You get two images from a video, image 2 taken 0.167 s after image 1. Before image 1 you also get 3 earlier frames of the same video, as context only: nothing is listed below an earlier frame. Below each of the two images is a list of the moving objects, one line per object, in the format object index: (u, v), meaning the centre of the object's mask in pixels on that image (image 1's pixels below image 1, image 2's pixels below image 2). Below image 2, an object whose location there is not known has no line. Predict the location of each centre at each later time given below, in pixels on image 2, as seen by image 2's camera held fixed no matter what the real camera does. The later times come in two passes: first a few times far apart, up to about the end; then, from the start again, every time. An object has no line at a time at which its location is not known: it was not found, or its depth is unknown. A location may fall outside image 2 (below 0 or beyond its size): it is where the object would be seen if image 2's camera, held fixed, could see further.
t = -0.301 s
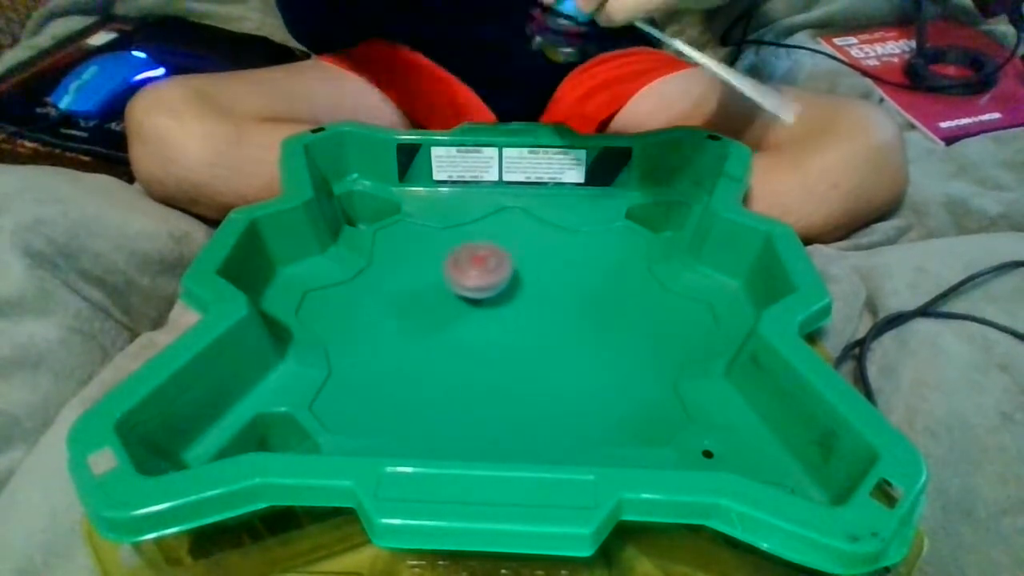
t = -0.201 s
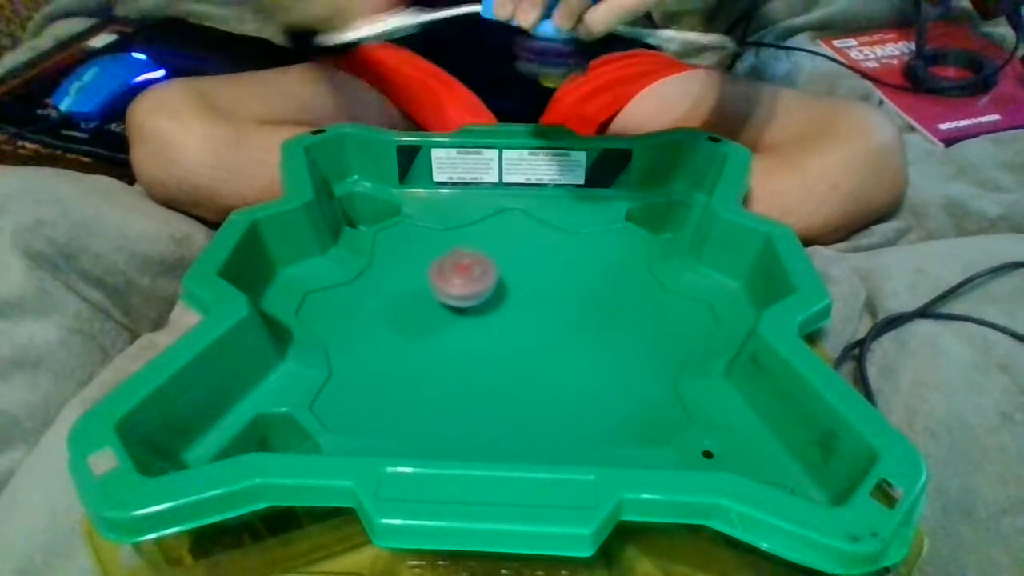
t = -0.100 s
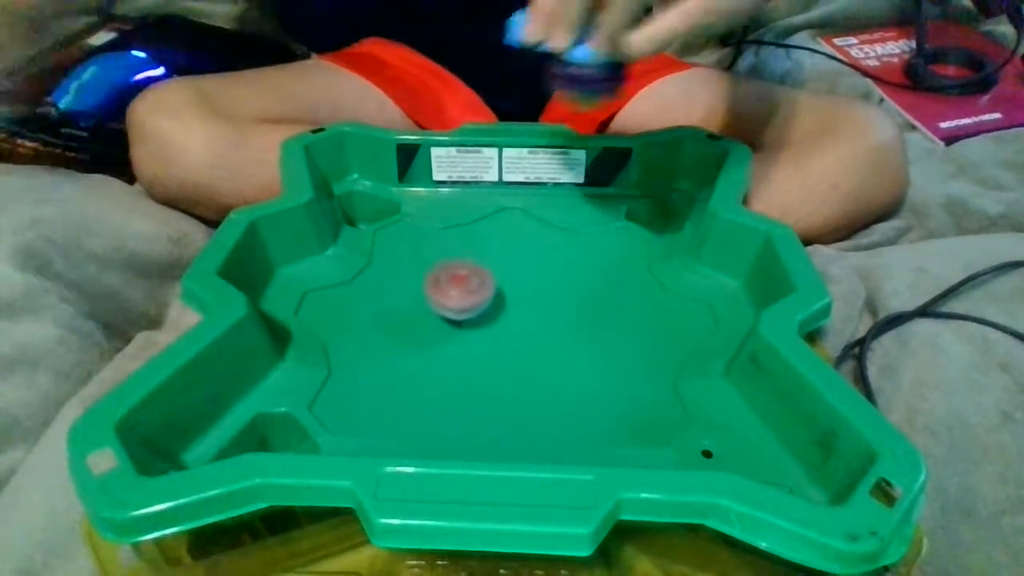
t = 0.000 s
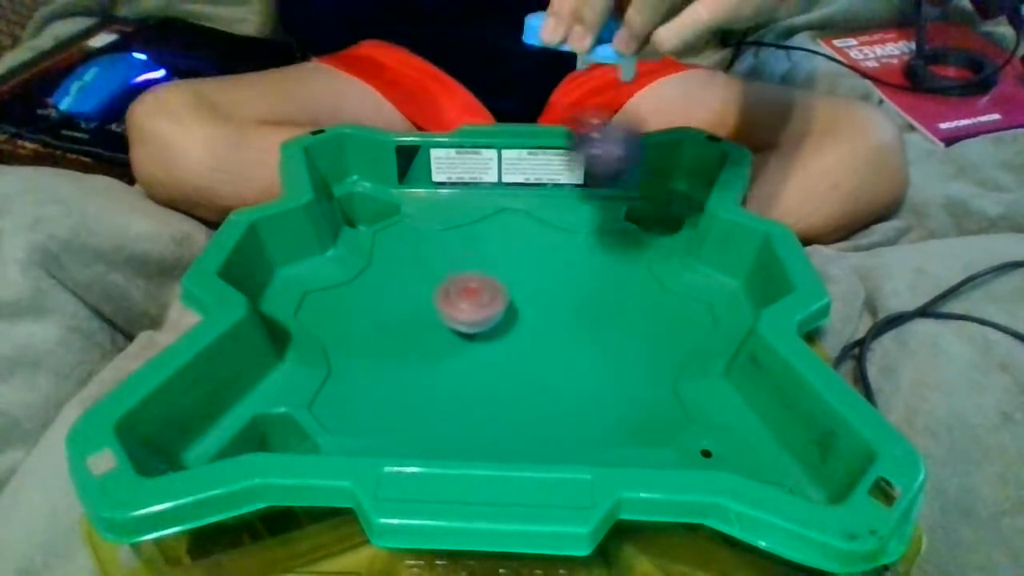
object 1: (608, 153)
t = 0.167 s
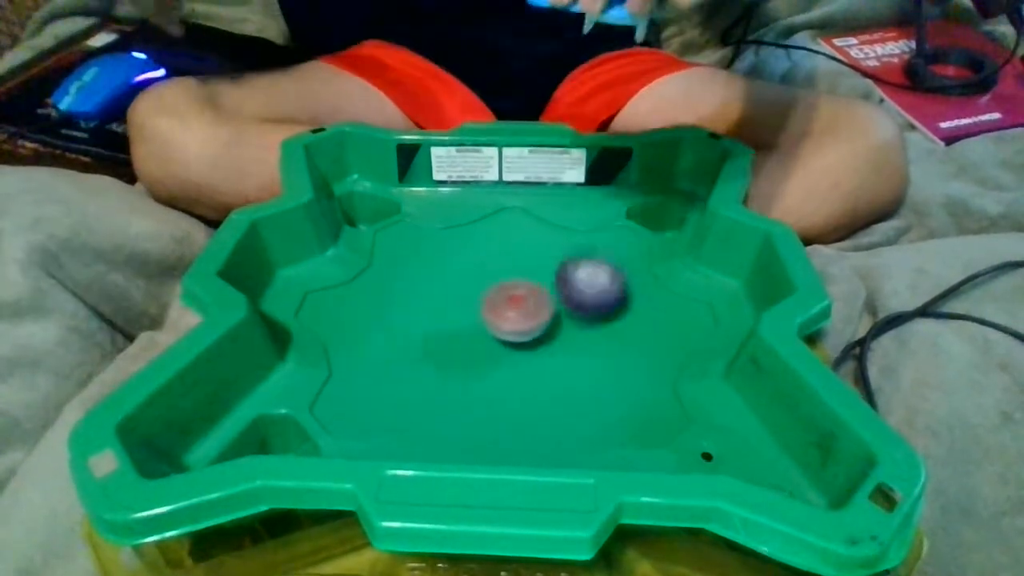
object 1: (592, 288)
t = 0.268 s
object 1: (633, 283)
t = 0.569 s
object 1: (556, 239)
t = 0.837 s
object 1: (476, 269)
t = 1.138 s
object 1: (497, 271)
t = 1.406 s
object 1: (516, 279)
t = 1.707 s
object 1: (509, 294)
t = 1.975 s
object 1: (505, 322)
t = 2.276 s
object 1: (531, 351)
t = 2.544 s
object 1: (554, 325)
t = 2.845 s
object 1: (531, 280)
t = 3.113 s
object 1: (509, 257)
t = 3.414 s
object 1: (500, 246)
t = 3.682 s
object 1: (502, 255)
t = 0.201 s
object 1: (603, 293)
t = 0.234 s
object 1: (622, 288)
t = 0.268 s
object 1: (633, 283)
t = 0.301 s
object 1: (639, 279)
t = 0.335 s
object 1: (640, 275)
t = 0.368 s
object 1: (635, 271)
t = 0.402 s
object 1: (626, 266)
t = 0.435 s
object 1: (615, 259)
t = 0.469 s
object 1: (601, 252)
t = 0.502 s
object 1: (586, 246)
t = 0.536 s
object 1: (571, 241)
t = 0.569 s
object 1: (556, 239)
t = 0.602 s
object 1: (541, 239)
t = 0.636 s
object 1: (524, 240)
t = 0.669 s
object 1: (509, 243)
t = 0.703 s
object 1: (494, 248)
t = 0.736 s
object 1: (483, 256)
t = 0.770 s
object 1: (474, 265)
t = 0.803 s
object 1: (469, 268)
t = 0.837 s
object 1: (476, 269)
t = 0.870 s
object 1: (481, 267)
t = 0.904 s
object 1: (486, 267)
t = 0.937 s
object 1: (487, 268)
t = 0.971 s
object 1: (488, 268)
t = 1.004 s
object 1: (490, 268)
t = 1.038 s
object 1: (491, 269)
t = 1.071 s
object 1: (493, 269)
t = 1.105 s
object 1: (495, 270)
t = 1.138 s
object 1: (497, 271)
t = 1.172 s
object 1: (499, 271)
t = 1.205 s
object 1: (502, 272)
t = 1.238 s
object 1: (504, 273)
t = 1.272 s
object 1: (507, 274)
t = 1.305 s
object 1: (509, 275)
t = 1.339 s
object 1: (512, 276)
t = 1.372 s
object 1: (514, 278)
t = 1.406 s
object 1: (516, 279)
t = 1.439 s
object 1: (518, 279)
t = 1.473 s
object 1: (519, 280)
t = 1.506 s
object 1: (520, 281)
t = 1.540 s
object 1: (521, 282)
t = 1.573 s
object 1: (523, 283)
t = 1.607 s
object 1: (523, 285)
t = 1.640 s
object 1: (517, 288)
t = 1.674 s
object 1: (512, 291)
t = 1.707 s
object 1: (509, 294)
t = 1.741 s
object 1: (506, 298)
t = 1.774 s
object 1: (503, 303)
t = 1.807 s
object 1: (502, 306)
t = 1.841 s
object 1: (502, 310)
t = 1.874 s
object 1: (502, 313)
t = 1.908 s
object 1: (503, 316)
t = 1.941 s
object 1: (504, 319)
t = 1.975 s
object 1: (505, 322)
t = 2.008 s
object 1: (507, 325)
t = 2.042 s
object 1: (509, 327)
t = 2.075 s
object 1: (512, 329)
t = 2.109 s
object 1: (513, 333)
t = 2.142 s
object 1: (514, 338)
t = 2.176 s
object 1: (517, 343)
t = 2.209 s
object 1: (521, 346)
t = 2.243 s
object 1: (526, 349)
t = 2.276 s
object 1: (531, 351)
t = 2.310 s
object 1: (537, 352)
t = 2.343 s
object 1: (543, 351)
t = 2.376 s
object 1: (549, 349)
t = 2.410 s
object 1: (553, 346)
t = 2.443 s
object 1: (556, 341)
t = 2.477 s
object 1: (556, 336)
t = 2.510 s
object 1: (556, 331)
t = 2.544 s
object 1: (554, 325)
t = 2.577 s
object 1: (555, 320)
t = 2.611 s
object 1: (556, 316)
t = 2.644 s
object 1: (556, 311)
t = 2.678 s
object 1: (554, 305)
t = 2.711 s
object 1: (550, 299)
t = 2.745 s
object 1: (546, 294)
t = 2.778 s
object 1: (540, 289)
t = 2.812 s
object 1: (535, 284)
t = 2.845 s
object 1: (531, 280)
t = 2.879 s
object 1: (526, 273)
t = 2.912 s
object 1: (531, 265)
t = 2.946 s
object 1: (534, 263)
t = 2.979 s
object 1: (534, 258)
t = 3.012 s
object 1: (531, 253)
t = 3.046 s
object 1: (526, 250)
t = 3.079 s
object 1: (534, 245)
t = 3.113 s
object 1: (509, 257)
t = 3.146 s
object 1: (514, 253)
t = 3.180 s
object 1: (513, 252)
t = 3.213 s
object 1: (511, 250)
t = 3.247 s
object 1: (508, 250)
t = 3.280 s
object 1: (505, 249)
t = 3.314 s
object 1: (502, 248)
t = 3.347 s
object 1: (501, 248)
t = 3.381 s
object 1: (501, 247)
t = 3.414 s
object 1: (500, 246)
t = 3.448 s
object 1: (499, 246)
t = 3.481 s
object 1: (499, 246)
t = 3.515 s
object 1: (499, 246)
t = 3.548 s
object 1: (499, 247)
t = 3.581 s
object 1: (500, 248)
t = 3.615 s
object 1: (501, 250)
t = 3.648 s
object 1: (501, 252)
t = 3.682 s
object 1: (502, 255)
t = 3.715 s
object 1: (505, 259)
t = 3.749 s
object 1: (507, 264)
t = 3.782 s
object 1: (511, 267)
